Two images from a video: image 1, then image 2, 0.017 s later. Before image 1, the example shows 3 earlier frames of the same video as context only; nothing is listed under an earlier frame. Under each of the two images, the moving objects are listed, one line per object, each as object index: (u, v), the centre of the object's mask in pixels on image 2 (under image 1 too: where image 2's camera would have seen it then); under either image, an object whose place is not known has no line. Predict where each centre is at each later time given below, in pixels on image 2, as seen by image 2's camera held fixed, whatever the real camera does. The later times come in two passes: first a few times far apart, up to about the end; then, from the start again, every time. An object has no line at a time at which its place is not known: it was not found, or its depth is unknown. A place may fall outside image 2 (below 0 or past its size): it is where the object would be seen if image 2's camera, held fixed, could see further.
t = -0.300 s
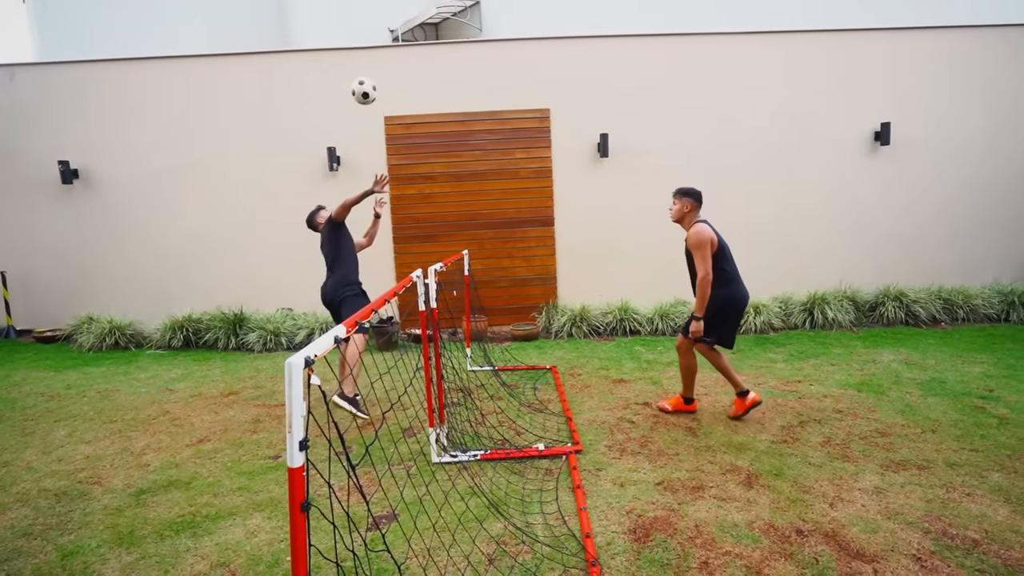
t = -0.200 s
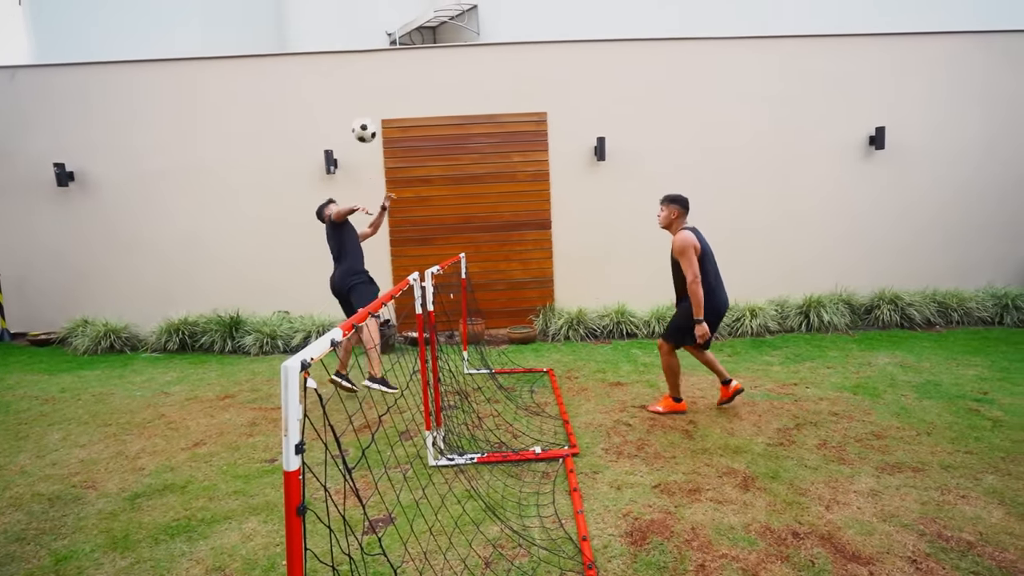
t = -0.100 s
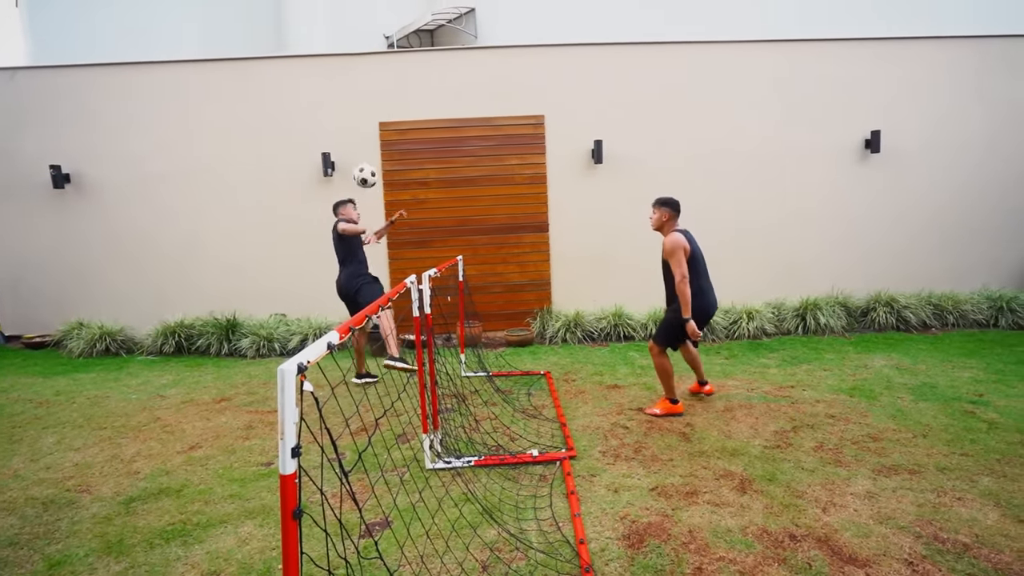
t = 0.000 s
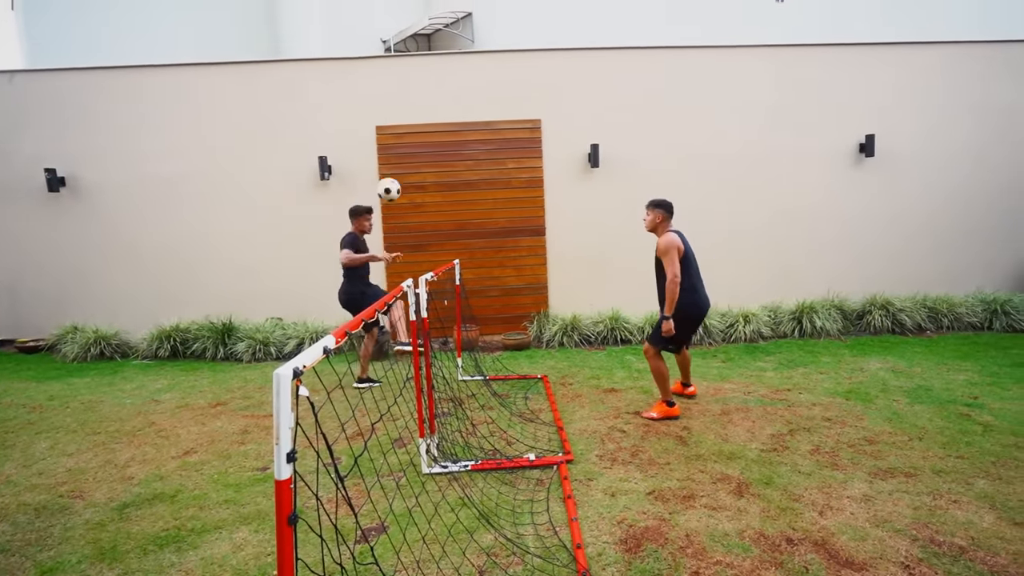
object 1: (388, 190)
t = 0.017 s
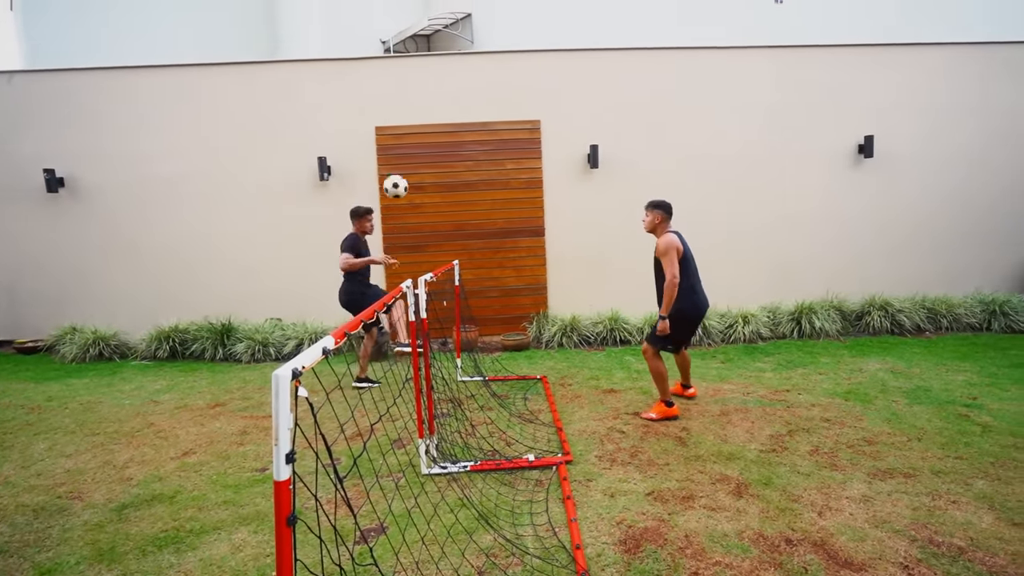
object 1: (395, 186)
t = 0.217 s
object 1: (495, 167)
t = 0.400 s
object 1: (593, 189)
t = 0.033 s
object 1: (403, 183)
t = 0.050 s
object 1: (411, 180)
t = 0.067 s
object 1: (419, 177)
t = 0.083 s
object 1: (427, 175)
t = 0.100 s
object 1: (436, 173)
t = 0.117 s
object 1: (444, 171)
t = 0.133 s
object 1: (453, 170)
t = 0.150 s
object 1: (461, 169)
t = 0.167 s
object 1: (469, 168)
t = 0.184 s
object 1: (478, 167)
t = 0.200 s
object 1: (486, 167)
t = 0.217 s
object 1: (495, 167)
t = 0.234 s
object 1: (504, 167)
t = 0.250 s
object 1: (512, 167)
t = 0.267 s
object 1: (521, 168)
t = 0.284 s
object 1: (530, 170)
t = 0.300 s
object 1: (539, 171)
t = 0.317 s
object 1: (548, 173)
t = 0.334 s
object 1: (558, 176)
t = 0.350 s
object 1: (566, 178)
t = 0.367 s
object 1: (575, 182)
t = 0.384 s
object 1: (584, 185)
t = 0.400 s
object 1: (593, 189)
